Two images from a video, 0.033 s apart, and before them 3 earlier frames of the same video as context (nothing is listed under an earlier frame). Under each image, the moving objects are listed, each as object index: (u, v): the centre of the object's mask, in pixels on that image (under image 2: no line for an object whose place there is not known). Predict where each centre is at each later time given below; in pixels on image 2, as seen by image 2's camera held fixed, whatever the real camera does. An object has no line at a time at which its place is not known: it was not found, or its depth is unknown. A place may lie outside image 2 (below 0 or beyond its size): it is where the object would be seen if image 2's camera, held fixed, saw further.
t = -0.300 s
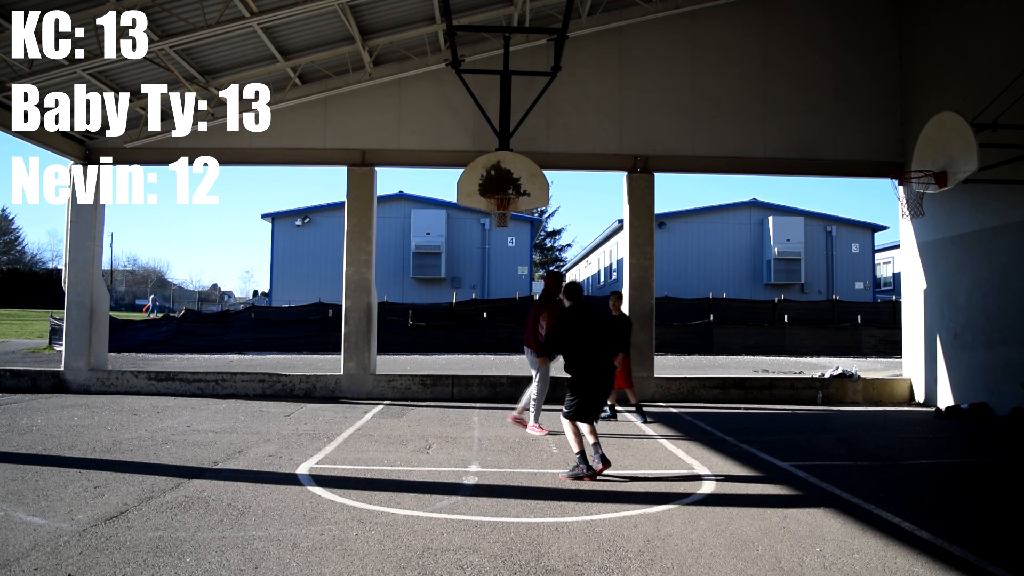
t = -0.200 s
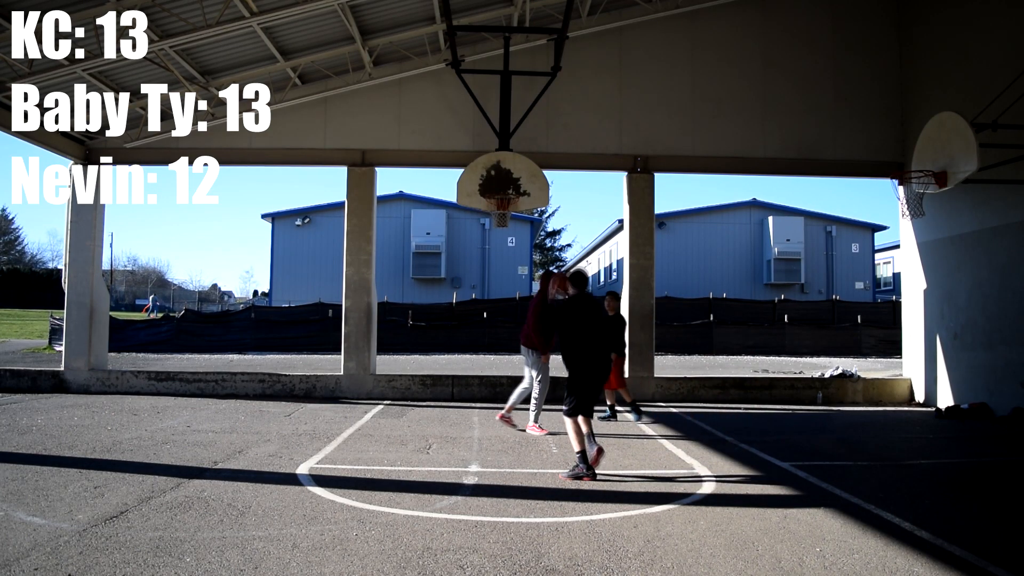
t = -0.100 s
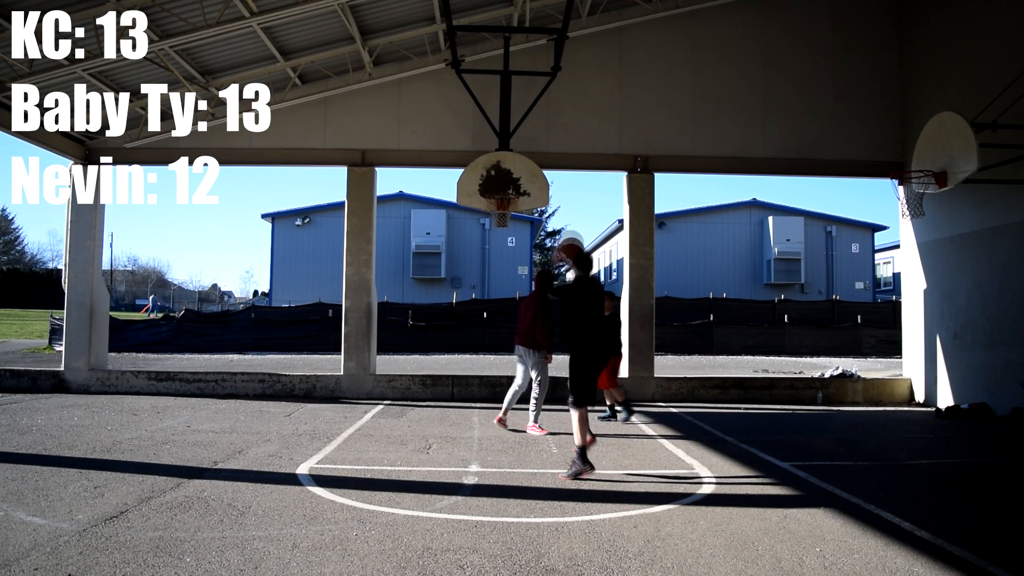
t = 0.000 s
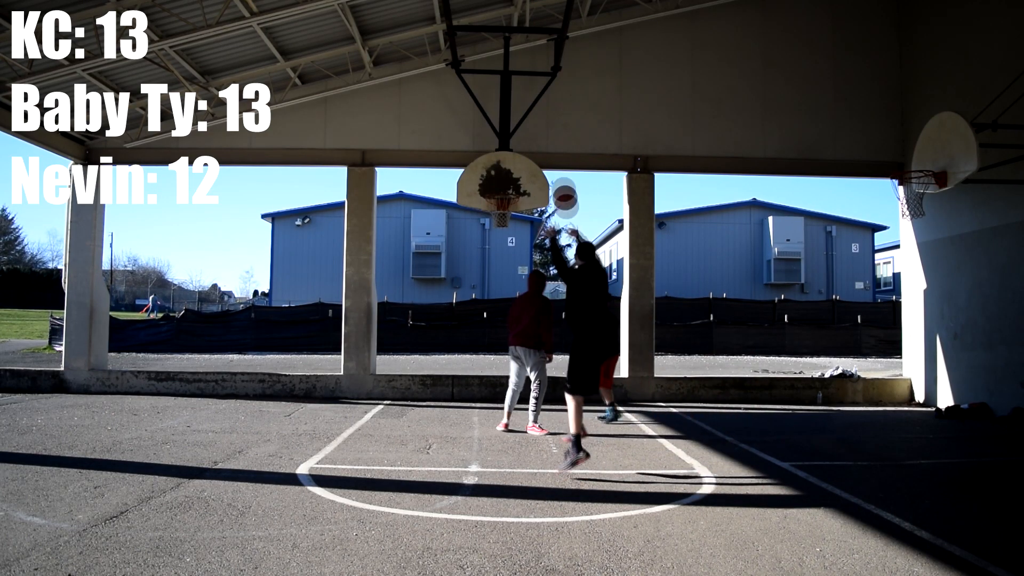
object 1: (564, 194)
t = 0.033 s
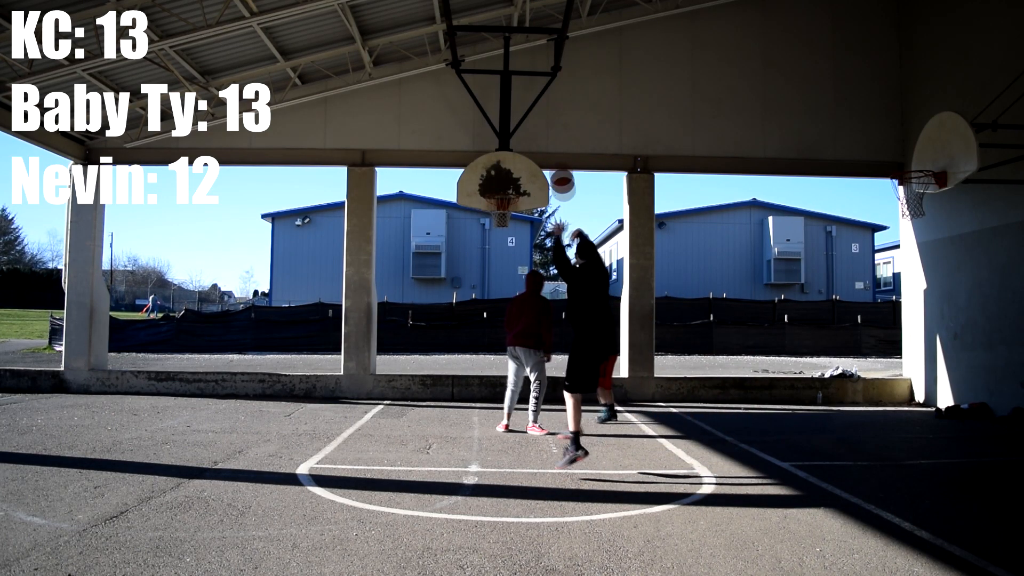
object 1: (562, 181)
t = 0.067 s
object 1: (559, 165)
